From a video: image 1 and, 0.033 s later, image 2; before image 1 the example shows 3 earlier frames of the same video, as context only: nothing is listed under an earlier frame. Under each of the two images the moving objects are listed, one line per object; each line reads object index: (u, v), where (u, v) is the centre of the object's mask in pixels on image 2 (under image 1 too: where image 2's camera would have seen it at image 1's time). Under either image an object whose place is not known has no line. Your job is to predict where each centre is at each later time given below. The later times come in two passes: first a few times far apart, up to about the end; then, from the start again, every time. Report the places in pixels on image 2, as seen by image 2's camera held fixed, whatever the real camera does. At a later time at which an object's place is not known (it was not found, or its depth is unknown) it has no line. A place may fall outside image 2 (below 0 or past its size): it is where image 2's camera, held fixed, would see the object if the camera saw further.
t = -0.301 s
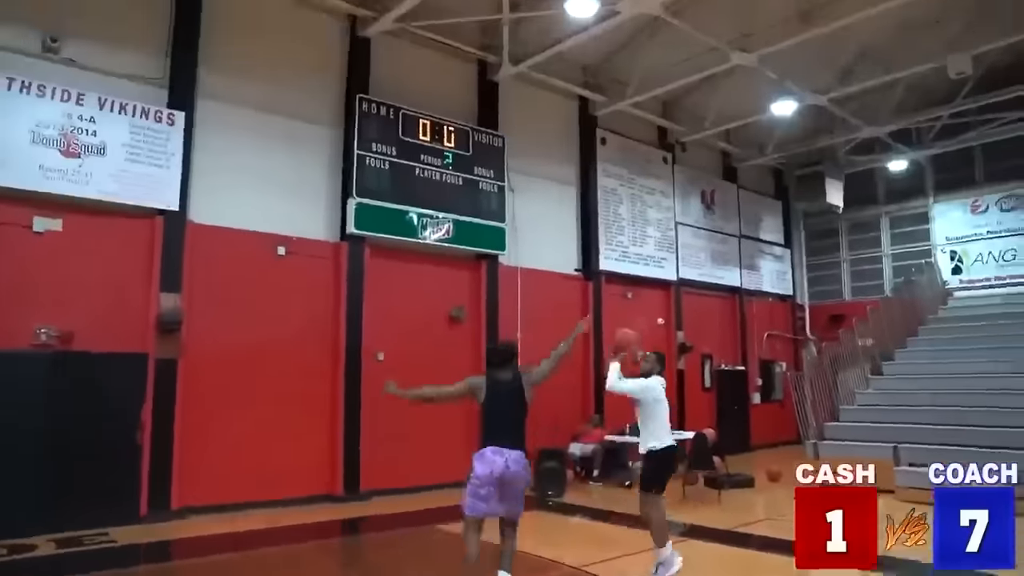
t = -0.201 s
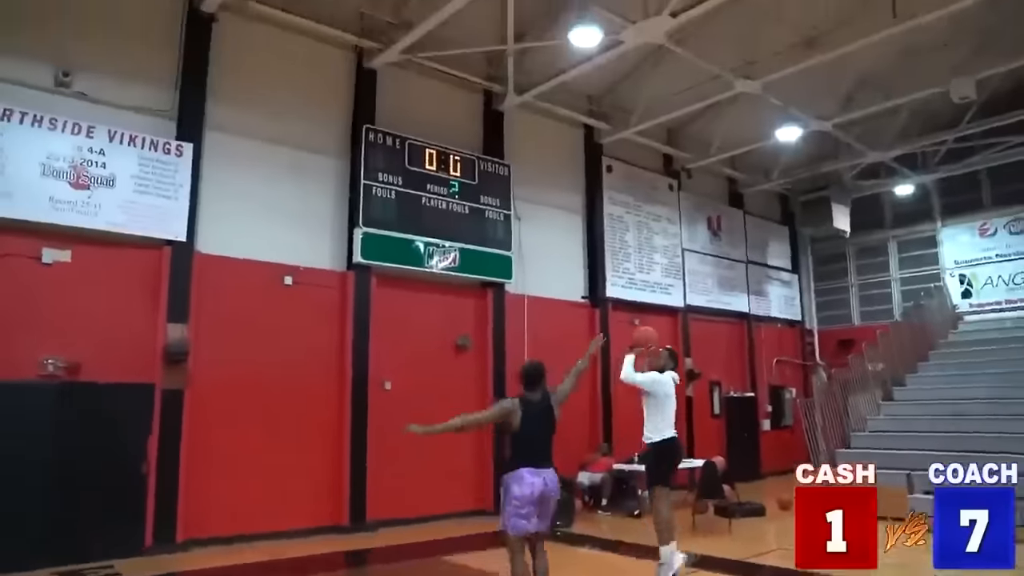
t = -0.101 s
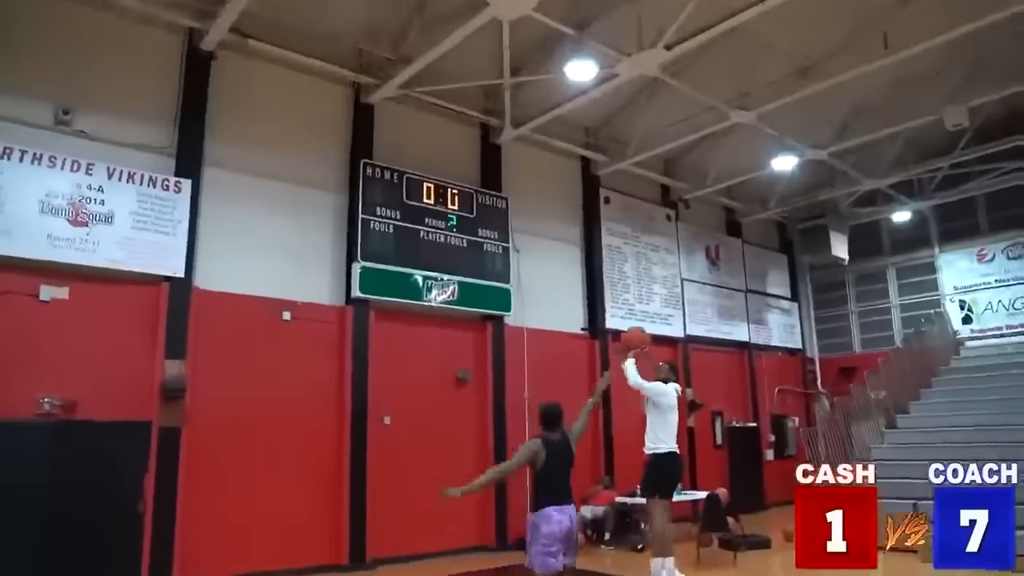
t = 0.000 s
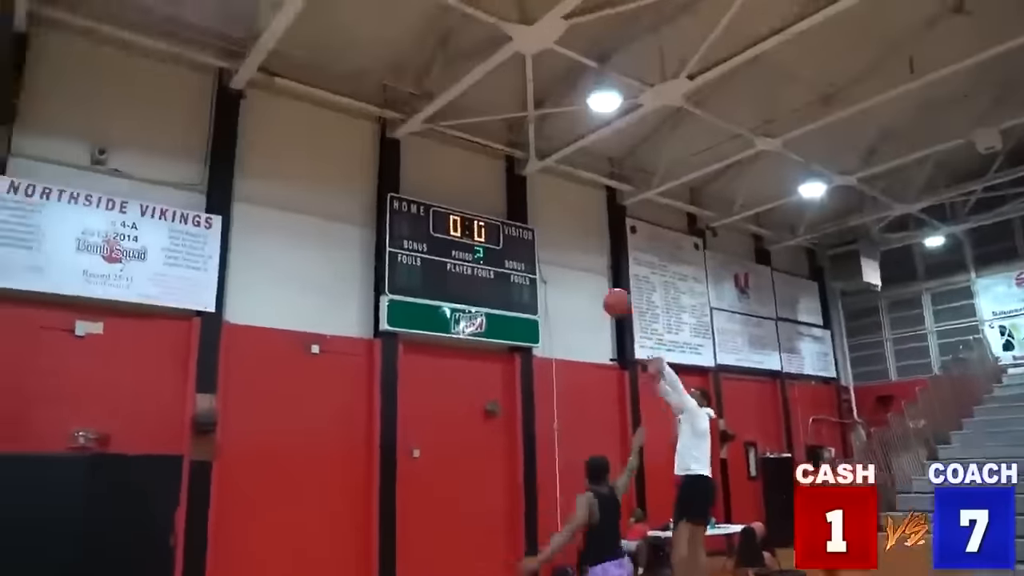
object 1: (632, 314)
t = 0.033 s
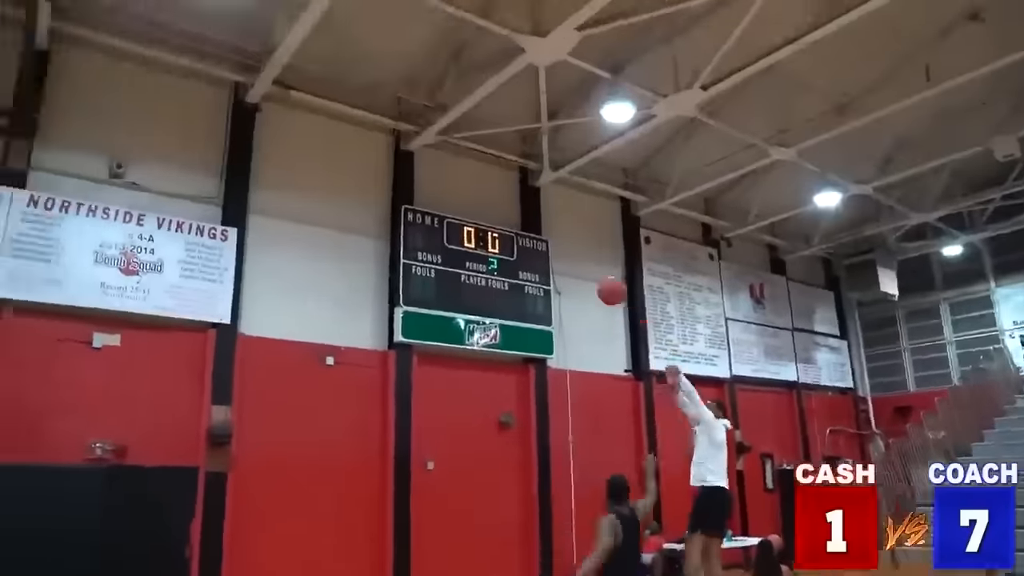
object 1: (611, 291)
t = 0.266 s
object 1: (470, 163)
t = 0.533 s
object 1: (298, 81)
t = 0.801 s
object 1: (95, 75)
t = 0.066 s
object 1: (592, 270)
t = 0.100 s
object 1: (572, 250)
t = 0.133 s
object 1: (551, 230)
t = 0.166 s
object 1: (532, 212)
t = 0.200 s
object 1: (512, 194)
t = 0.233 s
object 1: (491, 178)
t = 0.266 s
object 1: (470, 163)
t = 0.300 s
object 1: (448, 150)
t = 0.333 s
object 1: (428, 136)
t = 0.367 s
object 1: (408, 122)
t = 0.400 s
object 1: (386, 112)
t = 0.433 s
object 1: (363, 103)
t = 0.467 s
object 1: (341, 94)
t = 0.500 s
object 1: (319, 87)
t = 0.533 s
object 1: (298, 81)
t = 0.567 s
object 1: (274, 76)
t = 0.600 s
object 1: (250, 72)
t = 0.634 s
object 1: (227, 67)
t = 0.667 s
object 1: (200, 67)
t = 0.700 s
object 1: (174, 66)
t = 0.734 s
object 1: (147, 66)
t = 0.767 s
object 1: (120, 70)
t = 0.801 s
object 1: (95, 75)
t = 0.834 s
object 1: (65, 81)
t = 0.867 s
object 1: (30, 86)
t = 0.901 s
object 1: (2, 96)
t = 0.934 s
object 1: (-36, 106)
